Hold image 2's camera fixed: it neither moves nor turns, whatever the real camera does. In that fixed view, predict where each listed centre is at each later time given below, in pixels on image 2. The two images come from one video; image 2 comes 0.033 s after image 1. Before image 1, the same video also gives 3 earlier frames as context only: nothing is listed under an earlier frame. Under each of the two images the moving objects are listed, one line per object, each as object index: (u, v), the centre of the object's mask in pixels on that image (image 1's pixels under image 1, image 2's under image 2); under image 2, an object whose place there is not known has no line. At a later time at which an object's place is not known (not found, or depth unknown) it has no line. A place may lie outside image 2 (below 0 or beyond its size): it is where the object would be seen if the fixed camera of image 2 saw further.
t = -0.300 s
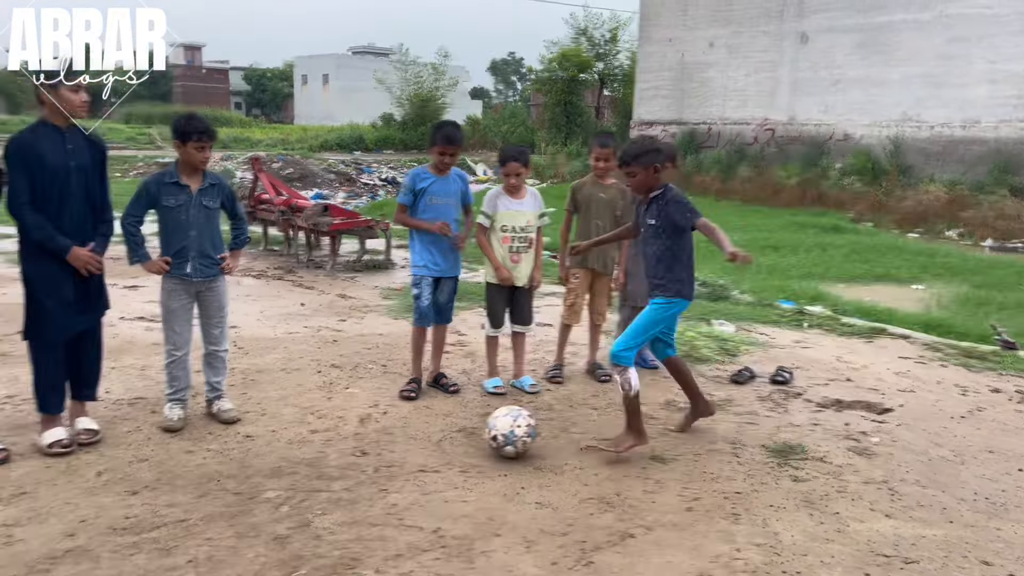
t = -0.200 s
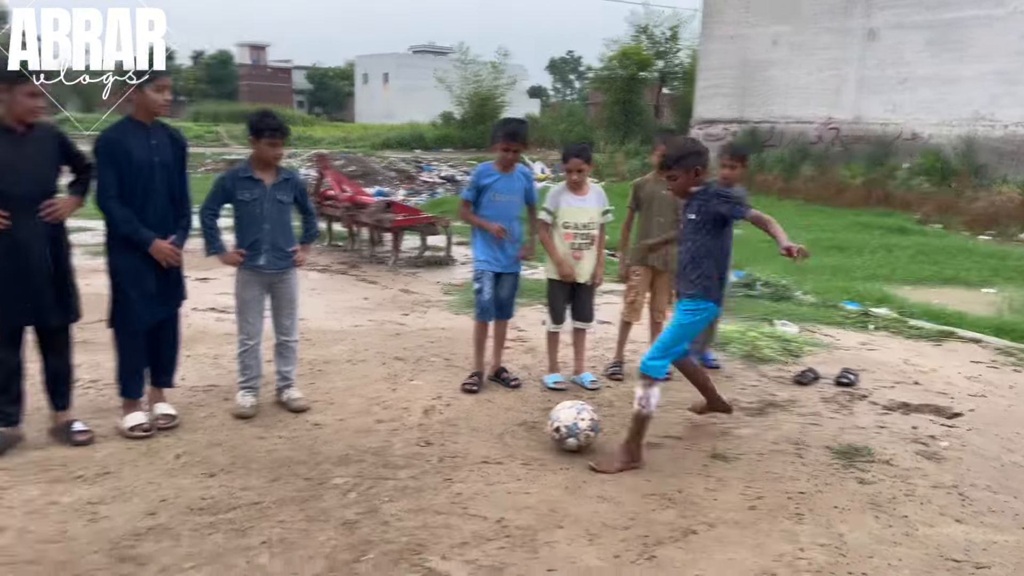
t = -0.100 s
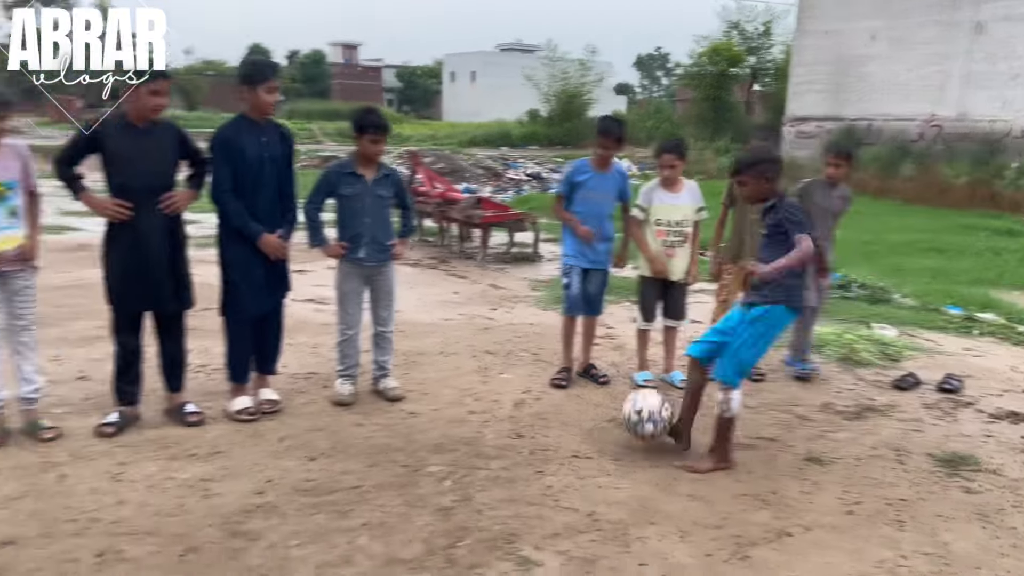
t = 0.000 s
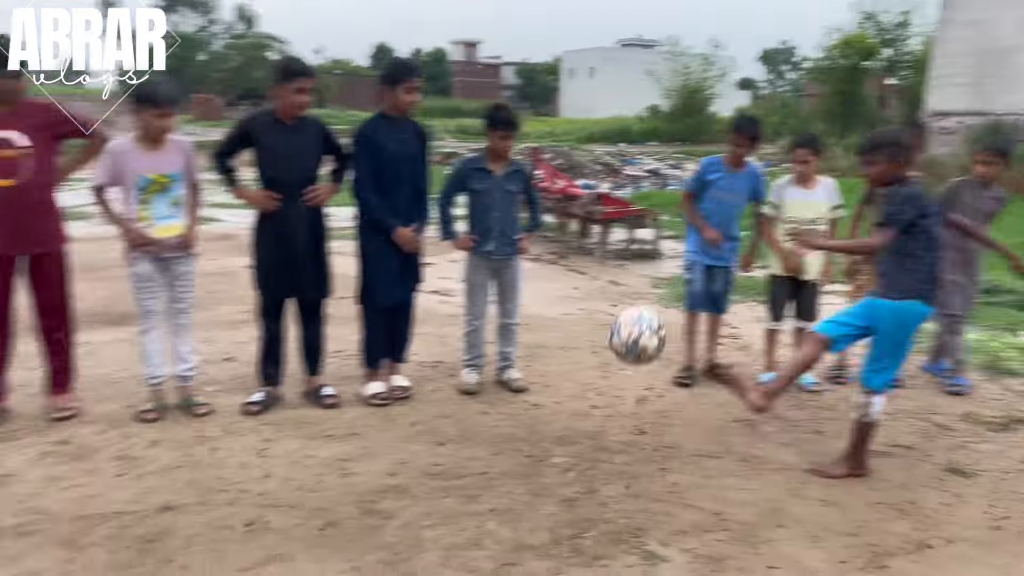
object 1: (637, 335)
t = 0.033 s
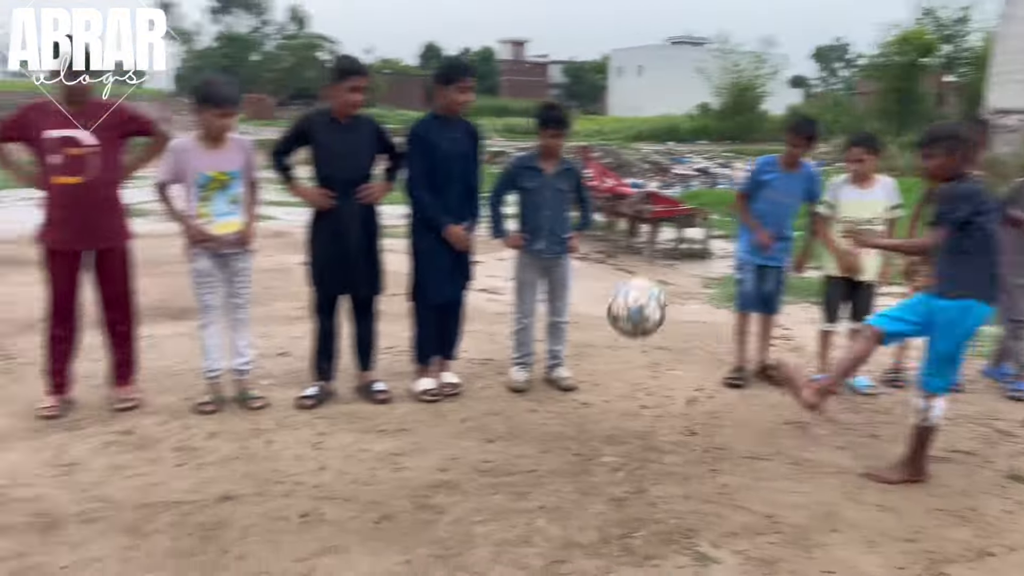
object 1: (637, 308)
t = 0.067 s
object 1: (581, 281)
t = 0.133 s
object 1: (460, 232)
